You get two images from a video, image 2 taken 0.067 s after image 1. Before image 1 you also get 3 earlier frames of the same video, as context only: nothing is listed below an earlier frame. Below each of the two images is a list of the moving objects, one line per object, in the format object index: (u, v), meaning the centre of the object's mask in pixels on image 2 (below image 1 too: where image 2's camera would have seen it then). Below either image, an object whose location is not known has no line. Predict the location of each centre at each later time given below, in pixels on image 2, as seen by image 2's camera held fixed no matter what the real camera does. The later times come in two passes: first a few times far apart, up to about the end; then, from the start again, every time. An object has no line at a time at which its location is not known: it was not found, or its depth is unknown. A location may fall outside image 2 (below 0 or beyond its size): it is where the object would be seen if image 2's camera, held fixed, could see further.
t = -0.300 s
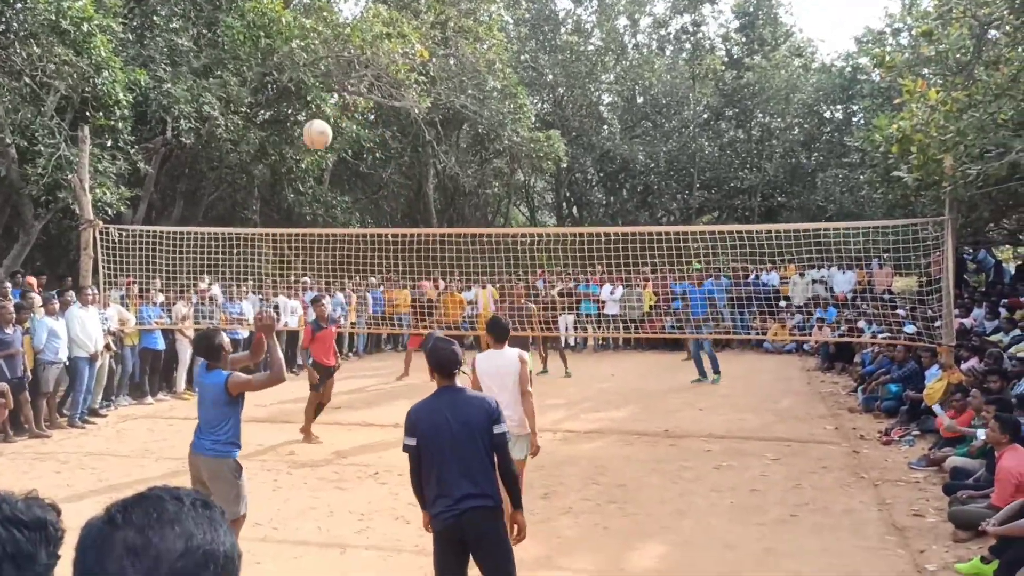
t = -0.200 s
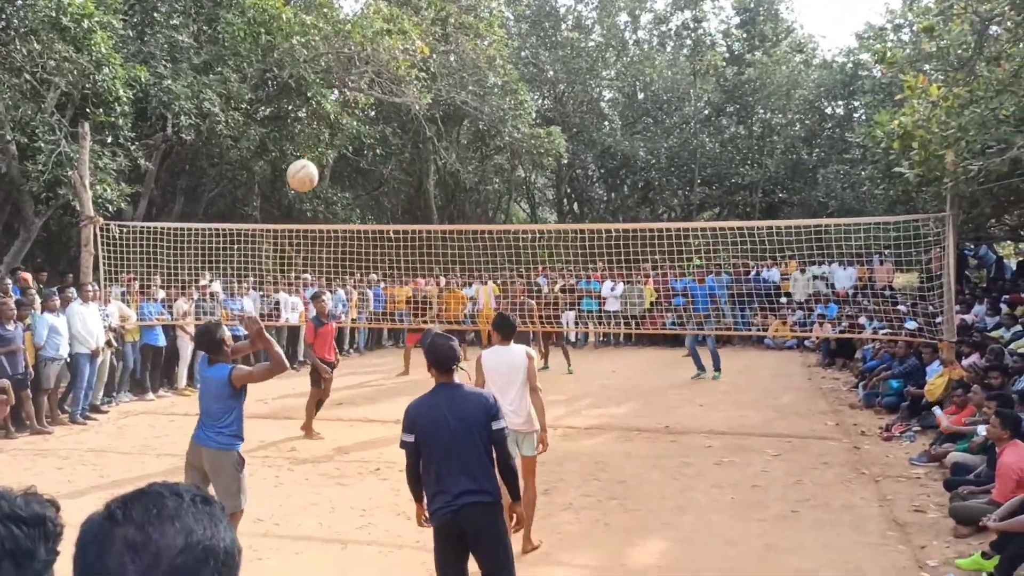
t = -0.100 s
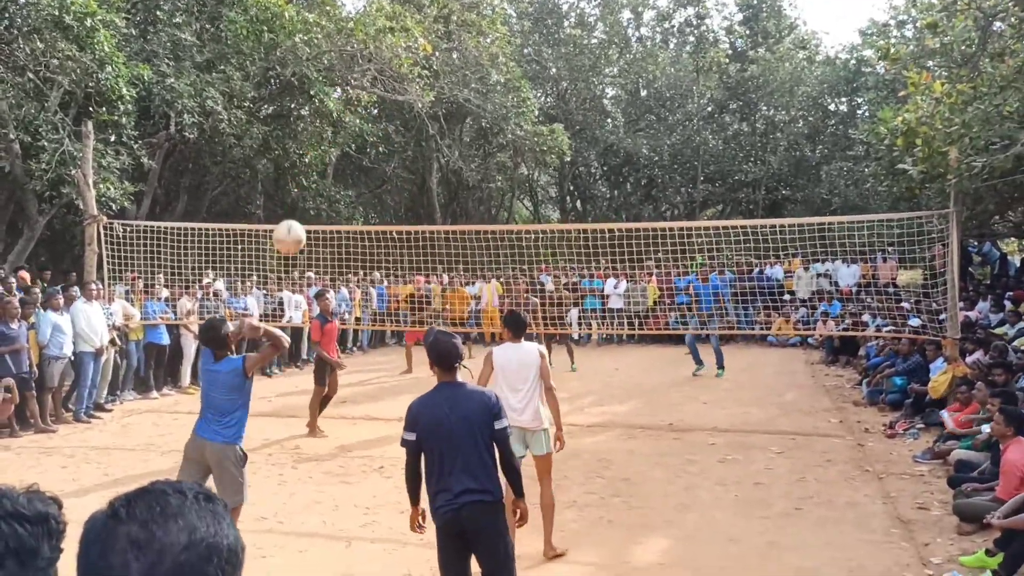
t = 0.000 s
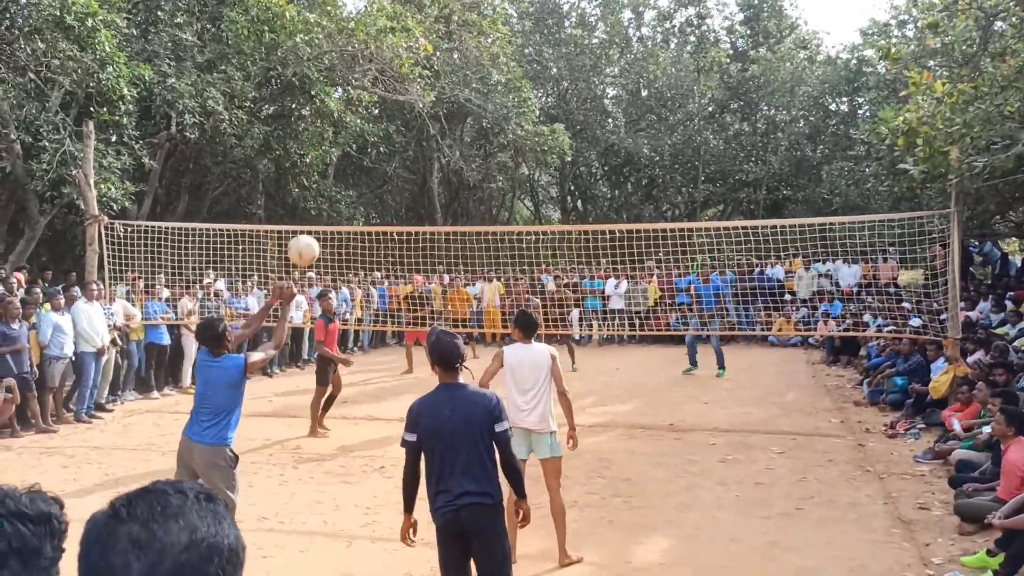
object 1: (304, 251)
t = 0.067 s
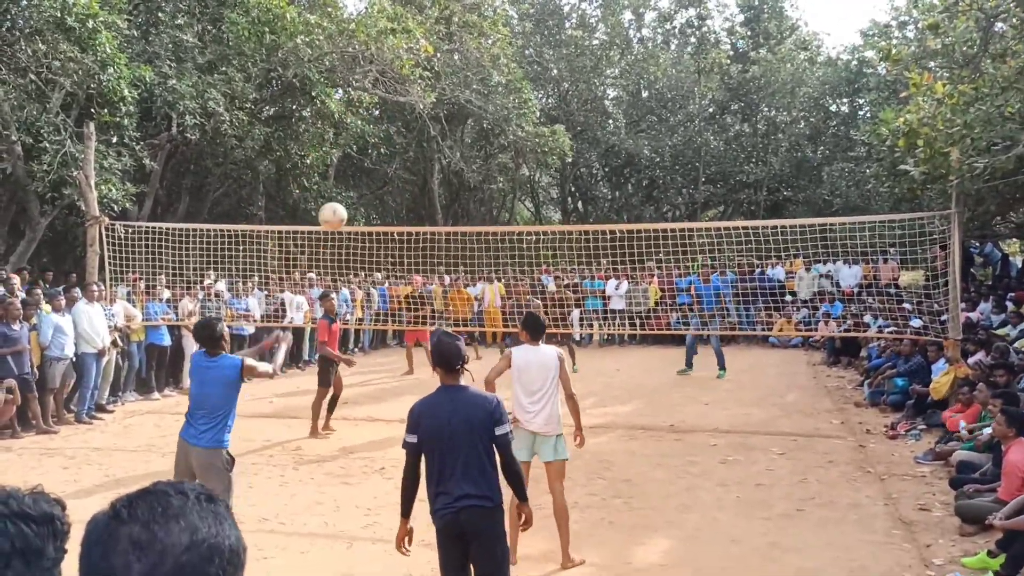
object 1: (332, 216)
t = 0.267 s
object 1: (390, 168)
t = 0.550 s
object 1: (440, 177)
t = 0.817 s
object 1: (472, 226)
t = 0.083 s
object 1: (339, 210)
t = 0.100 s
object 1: (345, 203)
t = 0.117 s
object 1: (350, 198)
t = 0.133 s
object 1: (355, 193)
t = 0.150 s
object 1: (361, 188)
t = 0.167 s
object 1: (365, 184)
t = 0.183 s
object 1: (370, 180)
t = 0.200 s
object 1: (374, 177)
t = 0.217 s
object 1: (378, 174)
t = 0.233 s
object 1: (382, 172)
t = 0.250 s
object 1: (386, 170)
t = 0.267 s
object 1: (390, 168)
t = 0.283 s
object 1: (394, 166)
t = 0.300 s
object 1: (398, 165)
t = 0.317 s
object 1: (401, 165)
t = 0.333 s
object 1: (404, 164)
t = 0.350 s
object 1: (408, 164)
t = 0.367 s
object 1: (411, 164)
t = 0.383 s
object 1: (414, 164)
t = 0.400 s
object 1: (417, 165)
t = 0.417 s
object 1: (420, 166)
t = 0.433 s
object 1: (423, 166)
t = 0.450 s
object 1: (425, 167)
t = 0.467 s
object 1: (428, 169)
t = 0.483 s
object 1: (431, 171)
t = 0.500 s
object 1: (433, 172)
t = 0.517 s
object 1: (436, 173)
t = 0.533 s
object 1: (438, 175)
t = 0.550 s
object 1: (440, 177)
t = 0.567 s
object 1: (442, 179)
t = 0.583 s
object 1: (445, 182)
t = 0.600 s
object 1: (447, 184)
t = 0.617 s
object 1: (449, 186)
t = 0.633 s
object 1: (452, 189)
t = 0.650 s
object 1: (454, 192)
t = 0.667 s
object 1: (456, 195)
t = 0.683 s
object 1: (458, 198)
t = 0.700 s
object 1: (460, 201)
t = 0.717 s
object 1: (462, 204)
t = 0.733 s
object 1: (463, 208)
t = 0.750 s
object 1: (465, 211)
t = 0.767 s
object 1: (467, 215)
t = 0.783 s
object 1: (469, 219)
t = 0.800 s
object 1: (470, 221)
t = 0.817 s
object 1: (472, 226)
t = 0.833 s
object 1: (473, 231)
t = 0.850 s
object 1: (475, 236)
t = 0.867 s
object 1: (477, 238)
